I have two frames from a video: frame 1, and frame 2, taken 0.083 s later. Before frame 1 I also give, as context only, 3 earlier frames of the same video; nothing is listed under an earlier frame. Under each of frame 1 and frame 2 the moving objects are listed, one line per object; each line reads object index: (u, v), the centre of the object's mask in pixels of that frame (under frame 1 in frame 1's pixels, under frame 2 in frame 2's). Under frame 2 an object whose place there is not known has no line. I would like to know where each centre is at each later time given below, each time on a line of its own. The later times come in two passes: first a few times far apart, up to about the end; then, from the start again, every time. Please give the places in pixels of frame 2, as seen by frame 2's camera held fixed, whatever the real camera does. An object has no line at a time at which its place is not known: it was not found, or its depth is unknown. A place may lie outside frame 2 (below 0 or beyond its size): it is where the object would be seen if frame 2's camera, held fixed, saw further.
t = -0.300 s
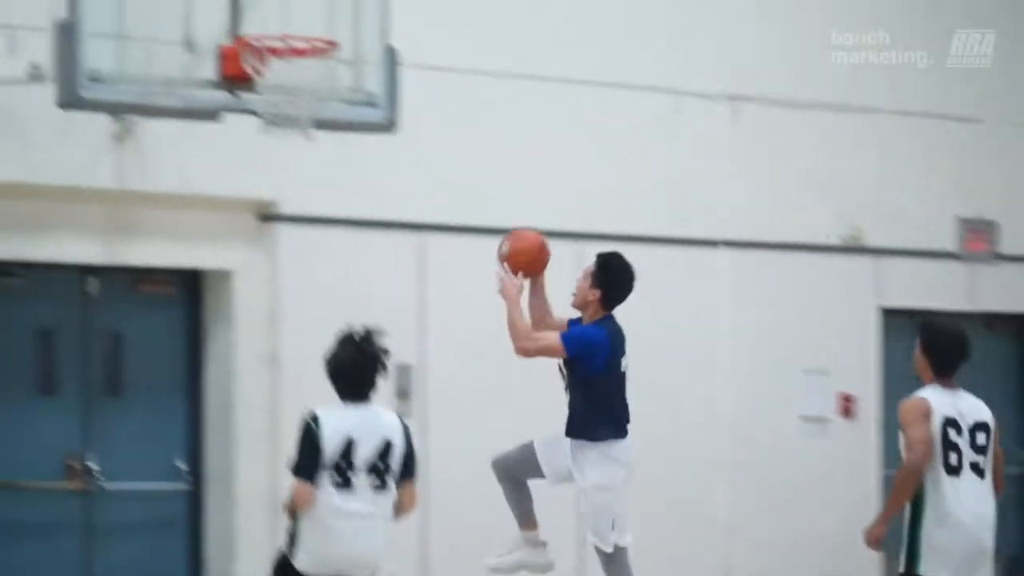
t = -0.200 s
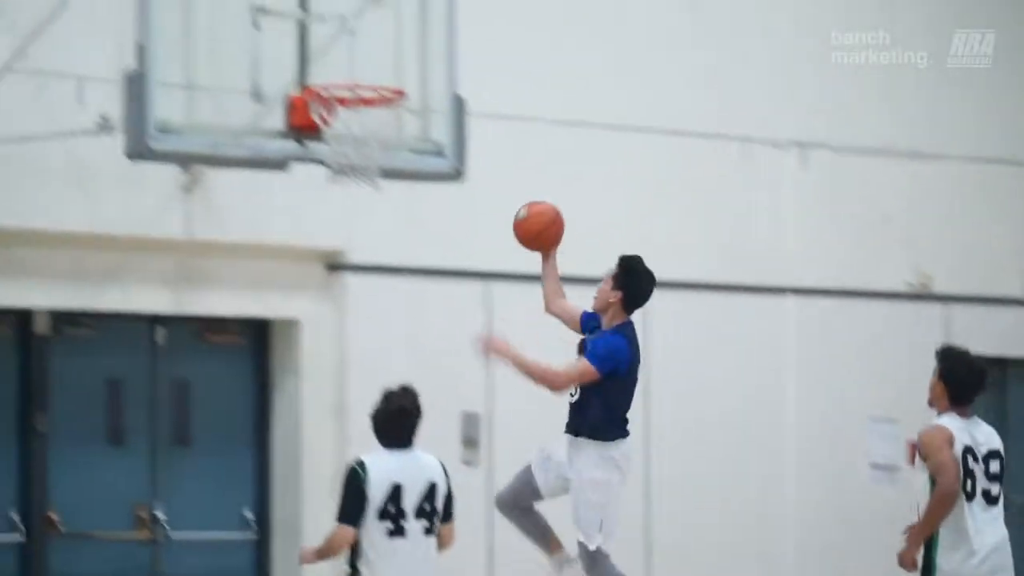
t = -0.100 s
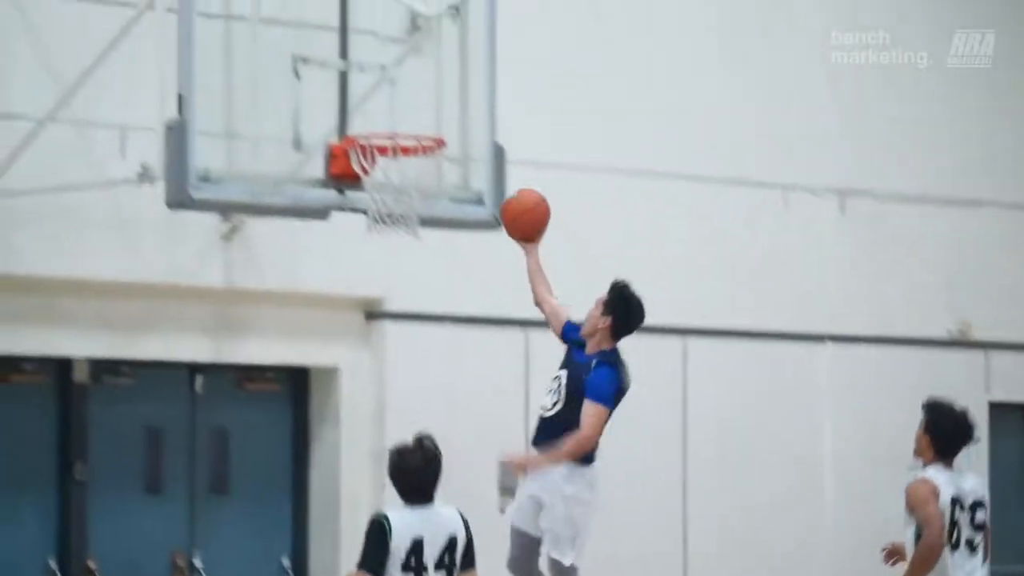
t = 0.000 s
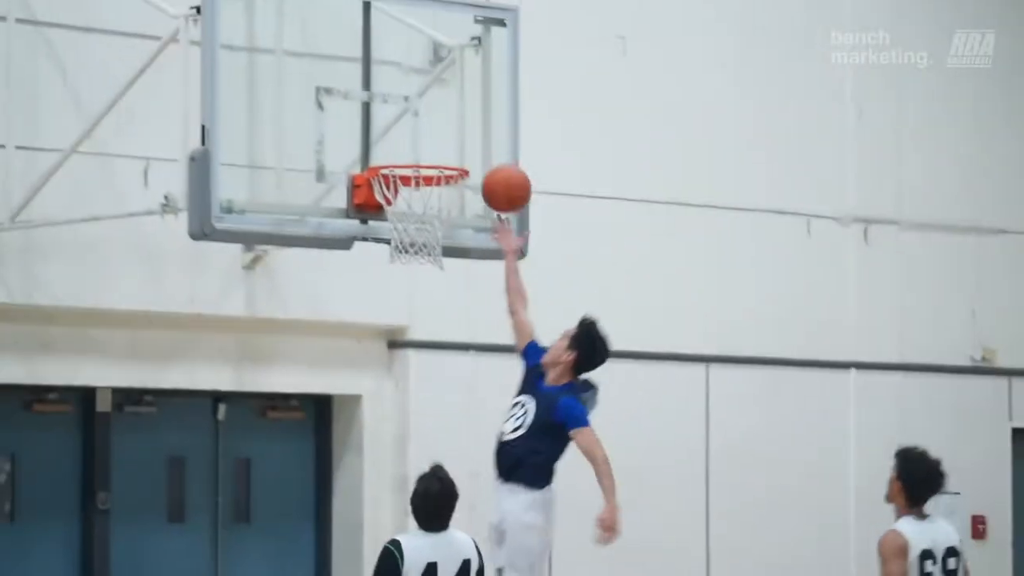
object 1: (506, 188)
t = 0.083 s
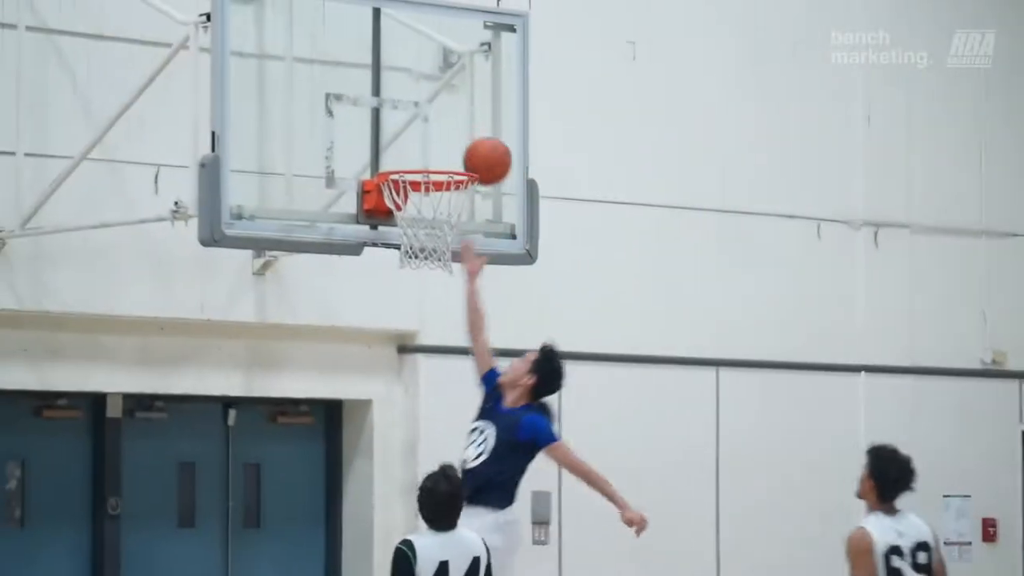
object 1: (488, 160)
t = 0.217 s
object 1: (441, 137)
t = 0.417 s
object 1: (436, 133)
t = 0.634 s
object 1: (444, 212)
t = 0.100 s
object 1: (482, 155)
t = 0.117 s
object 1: (476, 151)
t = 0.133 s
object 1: (470, 147)
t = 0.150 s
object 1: (464, 145)
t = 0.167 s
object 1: (458, 142)
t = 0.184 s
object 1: (453, 140)
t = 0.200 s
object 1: (447, 138)
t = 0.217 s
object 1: (441, 137)
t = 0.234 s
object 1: (435, 137)
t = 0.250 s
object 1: (431, 136)
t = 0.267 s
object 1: (431, 133)
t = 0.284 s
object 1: (432, 131)
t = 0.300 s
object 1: (432, 129)
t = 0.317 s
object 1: (433, 128)
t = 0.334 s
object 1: (434, 128)
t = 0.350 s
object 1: (434, 128)
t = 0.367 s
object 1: (435, 128)
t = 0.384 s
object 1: (435, 129)
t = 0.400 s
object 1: (436, 131)
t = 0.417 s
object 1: (436, 133)
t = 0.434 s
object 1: (437, 136)
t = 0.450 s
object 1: (438, 139)
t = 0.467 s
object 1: (438, 143)
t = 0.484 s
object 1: (439, 147)
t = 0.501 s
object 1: (440, 150)
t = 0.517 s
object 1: (440, 154)
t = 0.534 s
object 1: (441, 157)
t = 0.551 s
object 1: (441, 173)
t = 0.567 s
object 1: (442, 180)
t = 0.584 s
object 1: (443, 188)
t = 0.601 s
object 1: (444, 197)
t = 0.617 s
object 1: (444, 203)
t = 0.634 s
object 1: (444, 212)
